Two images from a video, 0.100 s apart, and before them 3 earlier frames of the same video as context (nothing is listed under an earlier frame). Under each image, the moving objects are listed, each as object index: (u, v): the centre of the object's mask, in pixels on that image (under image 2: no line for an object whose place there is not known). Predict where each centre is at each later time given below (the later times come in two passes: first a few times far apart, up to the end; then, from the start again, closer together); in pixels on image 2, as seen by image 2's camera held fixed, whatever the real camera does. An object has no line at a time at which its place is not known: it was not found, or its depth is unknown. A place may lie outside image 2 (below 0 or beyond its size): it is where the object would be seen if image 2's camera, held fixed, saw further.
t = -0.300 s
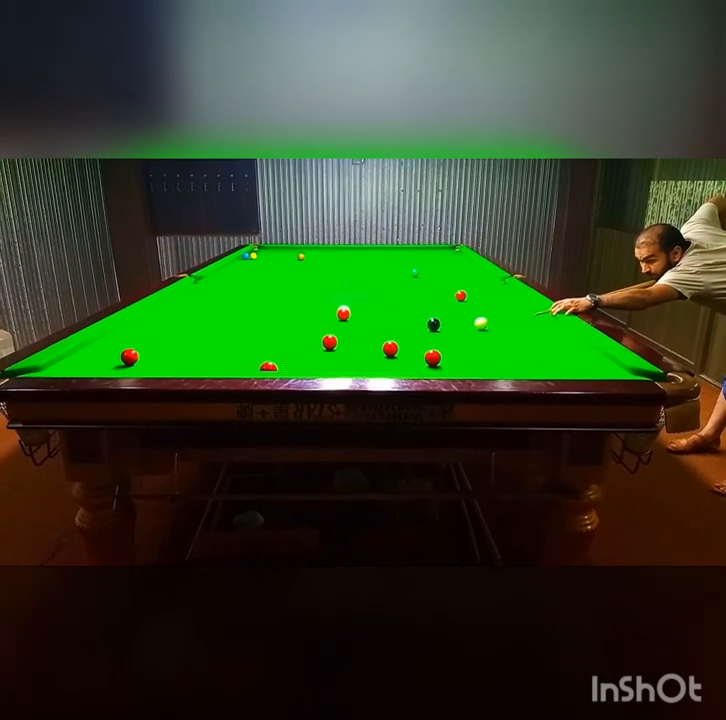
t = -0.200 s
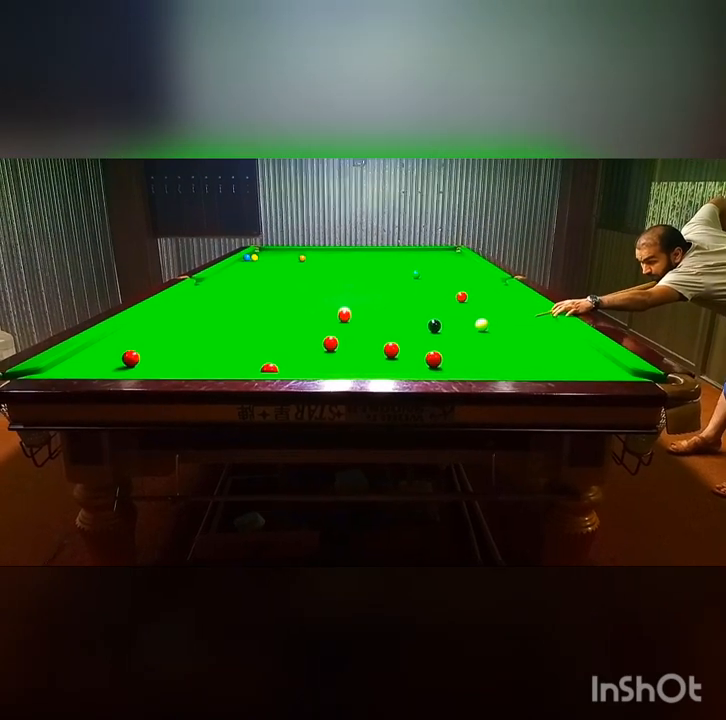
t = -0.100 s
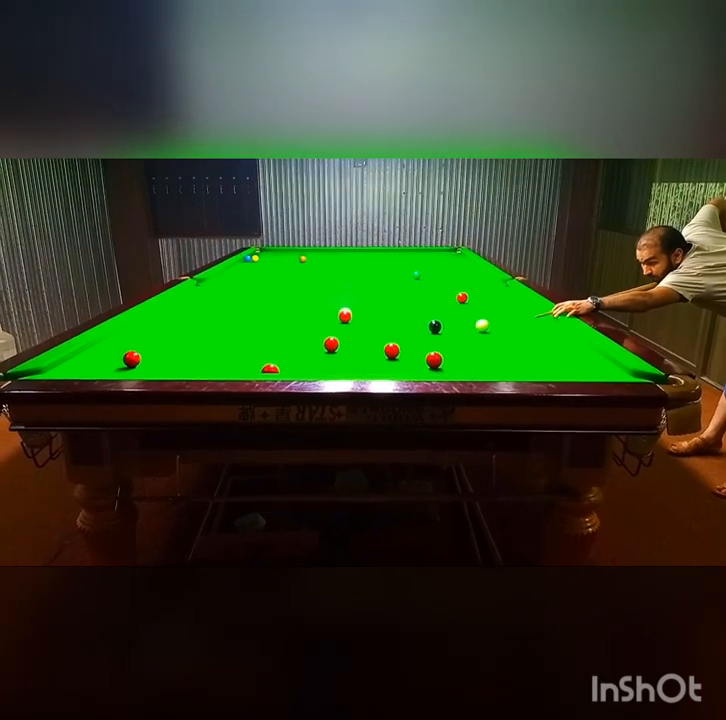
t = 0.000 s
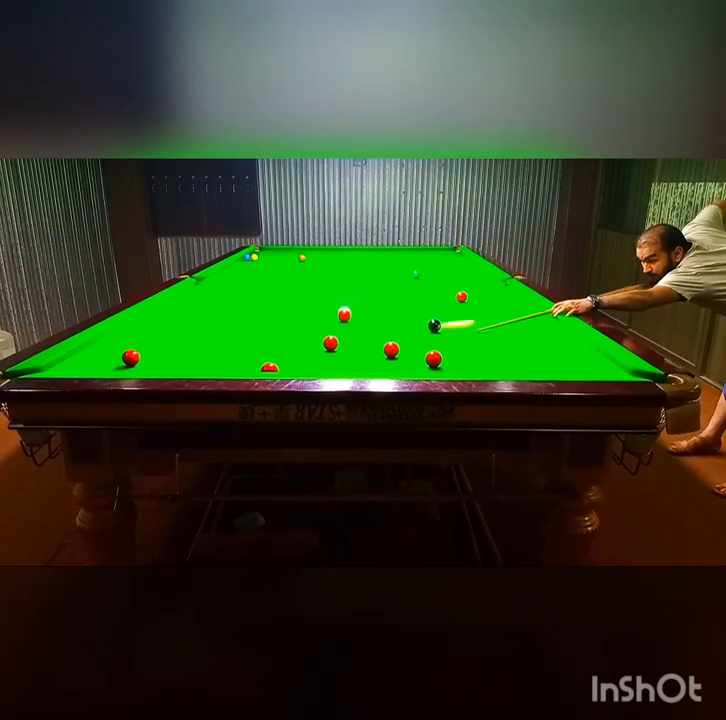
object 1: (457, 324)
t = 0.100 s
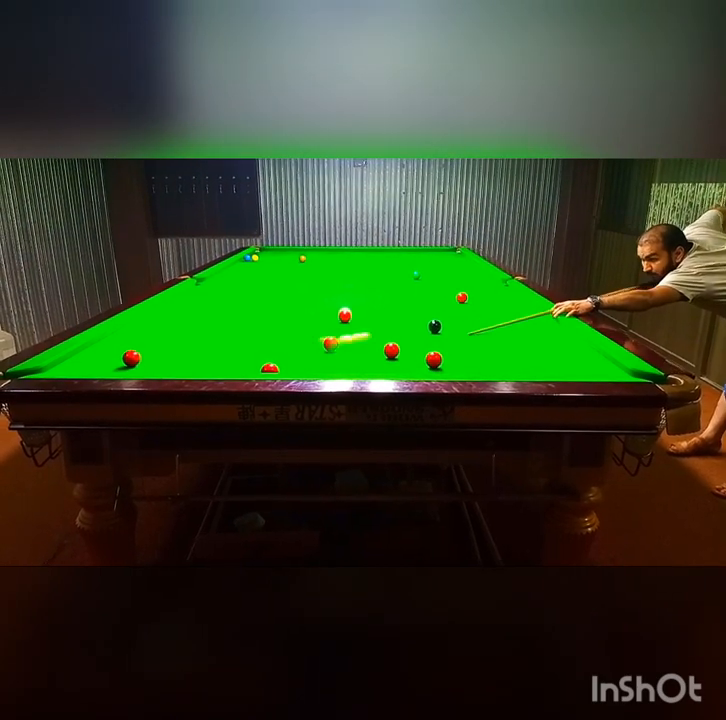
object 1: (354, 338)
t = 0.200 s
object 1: (345, 343)
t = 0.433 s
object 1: (376, 342)
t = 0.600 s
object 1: (411, 340)
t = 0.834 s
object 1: (458, 337)
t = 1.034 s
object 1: (497, 334)
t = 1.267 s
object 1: (539, 331)
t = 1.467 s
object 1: (558, 328)
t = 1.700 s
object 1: (527, 323)
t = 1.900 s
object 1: (503, 319)
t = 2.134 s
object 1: (479, 315)
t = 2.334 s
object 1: (459, 312)
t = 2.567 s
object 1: (439, 309)
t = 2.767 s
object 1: (424, 307)
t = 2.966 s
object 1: (411, 304)
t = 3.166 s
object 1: (398, 302)
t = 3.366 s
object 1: (387, 300)
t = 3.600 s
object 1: (376, 298)
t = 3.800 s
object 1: (366, 296)
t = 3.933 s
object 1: (361, 295)
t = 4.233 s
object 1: (350, 294)
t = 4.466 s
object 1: (343, 293)
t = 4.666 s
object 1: (336, 291)
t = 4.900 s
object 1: (331, 290)
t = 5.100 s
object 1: (326, 290)
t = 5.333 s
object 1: (322, 289)
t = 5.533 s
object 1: (319, 288)
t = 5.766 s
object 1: (317, 287)
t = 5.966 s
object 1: (315, 287)
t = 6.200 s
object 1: (312, 287)
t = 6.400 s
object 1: (311, 286)
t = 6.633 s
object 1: (311, 286)
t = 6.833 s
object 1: (310, 286)
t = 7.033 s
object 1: (311, 286)
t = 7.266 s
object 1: (311, 286)
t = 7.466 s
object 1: (310, 286)
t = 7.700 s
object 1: (310, 286)
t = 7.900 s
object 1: (310, 286)
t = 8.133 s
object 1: (310, 286)
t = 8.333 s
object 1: (310, 286)
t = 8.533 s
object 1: (310, 285)
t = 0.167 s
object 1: (344, 343)
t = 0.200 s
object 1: (345, 343)
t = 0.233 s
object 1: (347, 344)
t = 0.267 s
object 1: (350, 344)
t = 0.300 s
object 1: (354, 344)
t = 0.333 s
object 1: (358, 343)
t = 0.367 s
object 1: (363, 343)
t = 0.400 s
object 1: (369, 343)
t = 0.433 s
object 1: (376, 342)
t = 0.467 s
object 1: (382, 341)
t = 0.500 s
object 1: (389, 339)
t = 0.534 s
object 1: (397, 340)
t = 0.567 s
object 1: (403, 341)
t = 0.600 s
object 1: (411, 340)
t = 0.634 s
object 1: (418, 339)
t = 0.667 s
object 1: (424, 339)
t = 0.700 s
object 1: (431, 339)
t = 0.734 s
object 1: (439, 338)
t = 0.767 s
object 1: (445, 338)
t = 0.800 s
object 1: (452, 337)
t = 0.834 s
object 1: (458, 337)
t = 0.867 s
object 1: (465, 336)
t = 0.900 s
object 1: (472, 336)
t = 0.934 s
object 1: (478, 335)
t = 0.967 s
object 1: (484, 335)
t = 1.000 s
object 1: (491, 334)
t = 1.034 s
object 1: (497, 334)
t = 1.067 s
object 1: (503, 333)
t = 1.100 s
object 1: (510, 333)
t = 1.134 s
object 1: (516, 332)
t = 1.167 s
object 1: (522, 332)
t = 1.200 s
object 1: (528, 332)
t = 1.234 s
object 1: (534, 331)
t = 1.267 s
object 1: (539, 331)
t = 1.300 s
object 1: (545, 330)
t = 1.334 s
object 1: (551, 330)
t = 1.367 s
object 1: (557, 330)
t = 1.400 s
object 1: (563, 329)
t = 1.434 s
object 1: (564, 329)
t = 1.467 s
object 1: (558, 328)
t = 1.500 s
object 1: (553, 327)
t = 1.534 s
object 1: (549, 327)
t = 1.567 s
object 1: (544, 326)
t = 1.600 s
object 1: (540, 325)
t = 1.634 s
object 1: (535, 325)
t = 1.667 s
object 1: (531, 324)
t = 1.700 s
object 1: (527, 323)
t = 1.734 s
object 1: (522, 322)
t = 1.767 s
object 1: (518, 322)
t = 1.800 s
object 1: (514, 321)
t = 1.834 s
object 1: (511, 321)
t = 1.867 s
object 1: (507, 320)
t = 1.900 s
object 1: (503, 319)
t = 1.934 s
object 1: (499, 318)
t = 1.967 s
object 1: (496, 318)
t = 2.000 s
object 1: (492, 318)
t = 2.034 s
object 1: (489, 317)
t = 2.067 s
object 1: (485, 316)
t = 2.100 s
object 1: (482, 316)
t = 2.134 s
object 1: (479, 315)
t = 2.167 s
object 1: (475, 315)
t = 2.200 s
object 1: (472, 314)
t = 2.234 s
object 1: (469, 314)
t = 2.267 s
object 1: (466, 313)
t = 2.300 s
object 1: (463, 313)
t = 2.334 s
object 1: (459, 312)
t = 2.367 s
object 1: (457, 312)
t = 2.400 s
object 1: (453, 311)
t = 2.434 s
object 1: (451, 311)
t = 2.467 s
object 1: (448, 310)
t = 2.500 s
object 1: (445, 310)
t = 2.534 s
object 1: (442, 309)
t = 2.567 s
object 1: (439, 309)
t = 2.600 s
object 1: (437, 308)
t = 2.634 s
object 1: (434, 308)
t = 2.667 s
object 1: (432, 308)
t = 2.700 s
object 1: (429, 307)
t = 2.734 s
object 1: (427, 307)
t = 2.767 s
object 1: (424, 307)
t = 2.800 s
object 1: (422, 306)
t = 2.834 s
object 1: (420, 306)
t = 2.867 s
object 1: (417, 305)
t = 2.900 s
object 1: (415, 305)
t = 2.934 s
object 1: (413, 304)
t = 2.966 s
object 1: (411, 304)
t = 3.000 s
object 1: (409, 304)
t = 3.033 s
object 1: (406, 304)
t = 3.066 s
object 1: (404, 303)
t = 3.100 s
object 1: (402, 303)
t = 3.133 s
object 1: (400, 302)
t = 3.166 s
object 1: (398, 302)
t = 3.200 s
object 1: (396, 302)
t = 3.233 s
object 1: (394, 301)
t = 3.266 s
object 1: (392, 301)
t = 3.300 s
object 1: (391, 301)
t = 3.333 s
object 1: (389, 301)
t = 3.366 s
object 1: (387, 300)
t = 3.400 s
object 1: (385, 300)
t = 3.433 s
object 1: (384, 300)
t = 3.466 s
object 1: (382, 299)
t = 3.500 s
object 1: (380, 299)
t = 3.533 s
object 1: (379, 299)
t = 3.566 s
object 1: (377, 298)
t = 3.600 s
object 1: (376, 298)
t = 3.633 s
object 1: (374, 298)
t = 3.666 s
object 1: (373, 298)
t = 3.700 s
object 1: (371, 297)
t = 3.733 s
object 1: (369, 297)
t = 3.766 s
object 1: (368, 297)
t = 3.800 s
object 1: (366, 296)
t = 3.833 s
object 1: (365, 296)
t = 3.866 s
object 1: (364, 296)
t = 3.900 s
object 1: (362, 295)
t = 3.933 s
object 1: (361, 295)
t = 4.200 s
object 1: (351, 294)
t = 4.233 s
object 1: (350, 294)
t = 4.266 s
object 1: (349, 294)
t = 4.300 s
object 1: (348, 294)
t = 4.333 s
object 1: (346, 293)
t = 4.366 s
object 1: (346, 293)
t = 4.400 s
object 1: (345, 293)
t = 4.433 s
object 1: (344, 293)
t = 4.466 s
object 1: (343, 293)
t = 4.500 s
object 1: (341, 292)
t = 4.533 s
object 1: (340, 292)
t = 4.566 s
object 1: (339, 292)
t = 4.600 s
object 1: (338, 292)
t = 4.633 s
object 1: (337, 292)
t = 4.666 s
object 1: (336, 291)
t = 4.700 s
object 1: (336, 291)
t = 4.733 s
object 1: (335, 291)
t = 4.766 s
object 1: (334, 291)
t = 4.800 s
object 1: (333, 291)
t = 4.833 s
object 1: (332, 290)
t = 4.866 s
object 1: (331, 290)
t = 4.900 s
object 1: (331, 290)
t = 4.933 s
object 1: (330, 290)
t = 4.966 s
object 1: (329, 290)
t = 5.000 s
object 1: (328, 290)
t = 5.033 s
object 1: (328, 290)
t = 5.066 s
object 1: (327, 290)
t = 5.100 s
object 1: (326, 290)
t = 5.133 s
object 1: (326, 289)
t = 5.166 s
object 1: (325, 289)
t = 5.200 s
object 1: (324, 289)
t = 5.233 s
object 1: (324, 289)
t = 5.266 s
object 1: (323, 289)
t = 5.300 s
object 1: (323, 289)
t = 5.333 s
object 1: (322, 289)
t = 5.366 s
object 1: (322, 288)
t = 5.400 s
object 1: (321, 288)
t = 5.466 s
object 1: (320, 288)
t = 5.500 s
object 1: (320, 288)
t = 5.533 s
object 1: (319, 288)
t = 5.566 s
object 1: (319, 288)
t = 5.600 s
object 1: (319, 288)
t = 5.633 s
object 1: (318, 288)
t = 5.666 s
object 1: (318, 287)
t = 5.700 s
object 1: (317, 287)
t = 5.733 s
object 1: (317, 288)
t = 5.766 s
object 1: (317, 287)
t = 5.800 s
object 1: (316, 287)
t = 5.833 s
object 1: (316, 287)
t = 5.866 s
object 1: (315, 287)
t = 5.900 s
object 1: (315, 287)
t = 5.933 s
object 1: (315, 287)
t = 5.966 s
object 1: (315, 287)
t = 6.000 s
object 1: (314, 287)
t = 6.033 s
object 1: (314, 287)
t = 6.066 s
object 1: (314, 287)
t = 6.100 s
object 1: (313, 287)
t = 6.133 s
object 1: (313, 287)
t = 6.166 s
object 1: (313, 286)
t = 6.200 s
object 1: (312, 287)
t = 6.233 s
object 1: (312, 286)
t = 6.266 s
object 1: (312, 287)
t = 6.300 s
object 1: (312, 286)
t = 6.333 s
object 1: (312, 286)
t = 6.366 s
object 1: (311, 286)
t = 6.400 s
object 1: (311, 286)
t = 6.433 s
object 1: (311, 286)
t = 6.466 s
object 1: (311, 286)
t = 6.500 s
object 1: (311, 286)
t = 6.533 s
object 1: (311, 286)
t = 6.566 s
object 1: (311, 286)
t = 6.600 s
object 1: (311, 286)
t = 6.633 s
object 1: (311, 286)
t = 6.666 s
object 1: (311, 286)
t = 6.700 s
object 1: (311, 286)
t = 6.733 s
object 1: (311, 286)
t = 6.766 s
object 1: (311, 286)
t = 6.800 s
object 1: (310, 286)
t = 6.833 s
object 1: (310, 286)
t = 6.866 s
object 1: (311, 286)
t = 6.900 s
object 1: (311, 287)
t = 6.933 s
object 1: (310, 287)
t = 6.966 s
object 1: (311, 286)
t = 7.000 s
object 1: (310, 286)
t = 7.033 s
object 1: (311, 286)
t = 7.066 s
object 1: (311, 286)
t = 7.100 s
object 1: (311, 286)
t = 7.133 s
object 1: (310, 286)
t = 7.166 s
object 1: (311, 286)
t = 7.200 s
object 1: (311, 286)
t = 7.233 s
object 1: (311, 286)
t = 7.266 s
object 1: (311, 286)
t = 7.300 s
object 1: (311, 287)
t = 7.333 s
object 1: (311, 287)
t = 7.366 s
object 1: (310, 286)
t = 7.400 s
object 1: (310, 286)
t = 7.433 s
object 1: (310, 286)
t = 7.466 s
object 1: (310, 286)
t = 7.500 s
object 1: (311, 286)
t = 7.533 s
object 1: (310, 286)
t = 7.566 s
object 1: (310, 286)
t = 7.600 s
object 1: (310, 286)
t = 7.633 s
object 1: (310, 286)
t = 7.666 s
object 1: (310, 286)
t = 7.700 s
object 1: (310, 286)
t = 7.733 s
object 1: (310, 286)
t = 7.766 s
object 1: (310, 286)
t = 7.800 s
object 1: (310, 286)
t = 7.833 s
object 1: (310, 286)
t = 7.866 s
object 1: (310, 286)
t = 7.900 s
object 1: (310, 286)
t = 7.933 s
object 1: (310, 286)
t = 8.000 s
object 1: (310, 286)
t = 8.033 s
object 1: (310, 286)
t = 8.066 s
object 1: (310, 286)
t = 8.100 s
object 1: (310, 285)
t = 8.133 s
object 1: (310, 286)
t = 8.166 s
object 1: (310, 286)
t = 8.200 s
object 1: (310, 286)
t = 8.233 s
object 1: (310, 286)
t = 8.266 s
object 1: (310, 286)
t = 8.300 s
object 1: (310, 285)
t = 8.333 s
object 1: (310, 286)
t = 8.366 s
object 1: (310, 286)
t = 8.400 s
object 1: (311, 285)
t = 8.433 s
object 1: (311, 285)
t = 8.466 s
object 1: (310, 285)
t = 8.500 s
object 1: (310, 285)
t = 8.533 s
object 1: (310, 285)
